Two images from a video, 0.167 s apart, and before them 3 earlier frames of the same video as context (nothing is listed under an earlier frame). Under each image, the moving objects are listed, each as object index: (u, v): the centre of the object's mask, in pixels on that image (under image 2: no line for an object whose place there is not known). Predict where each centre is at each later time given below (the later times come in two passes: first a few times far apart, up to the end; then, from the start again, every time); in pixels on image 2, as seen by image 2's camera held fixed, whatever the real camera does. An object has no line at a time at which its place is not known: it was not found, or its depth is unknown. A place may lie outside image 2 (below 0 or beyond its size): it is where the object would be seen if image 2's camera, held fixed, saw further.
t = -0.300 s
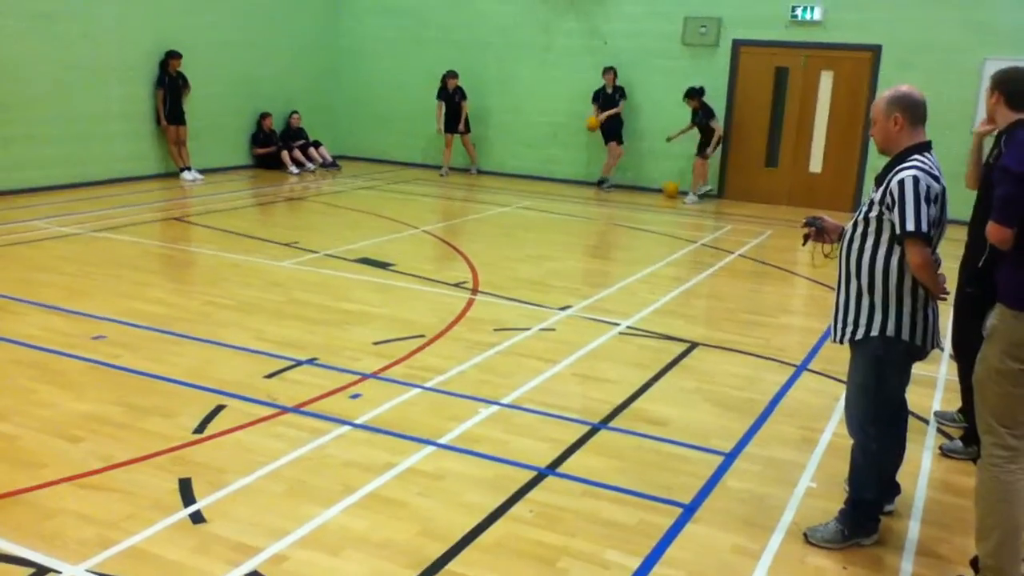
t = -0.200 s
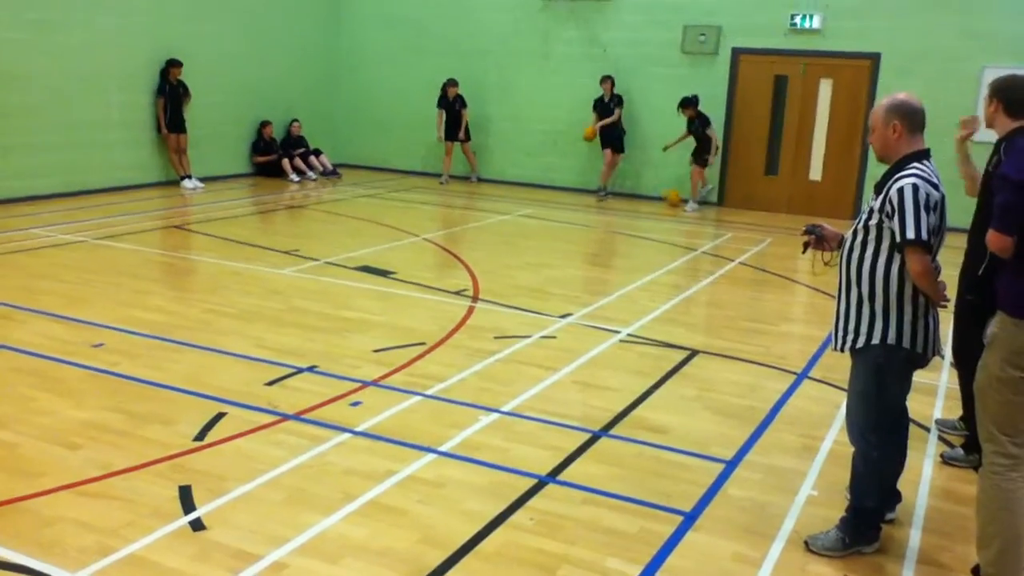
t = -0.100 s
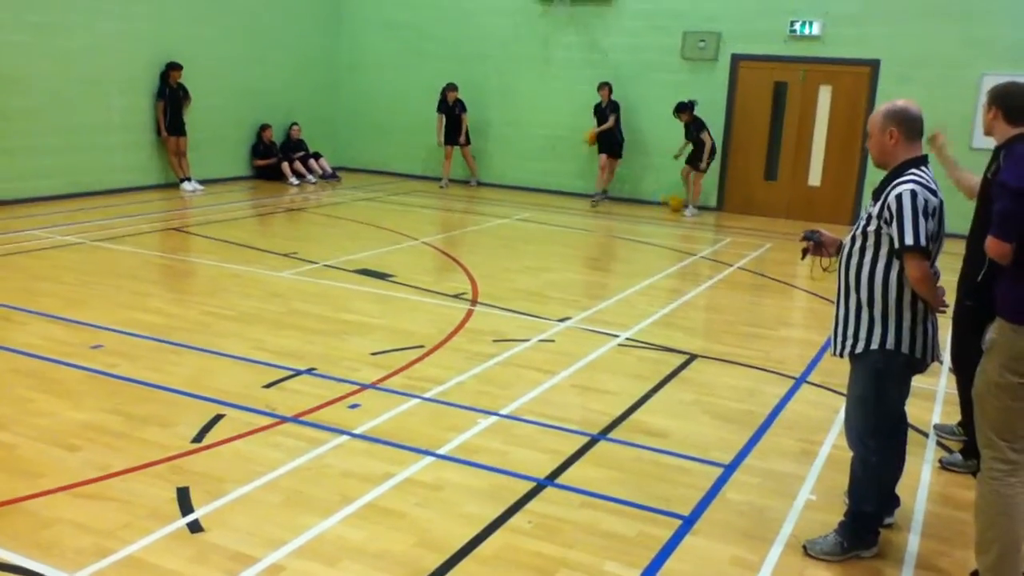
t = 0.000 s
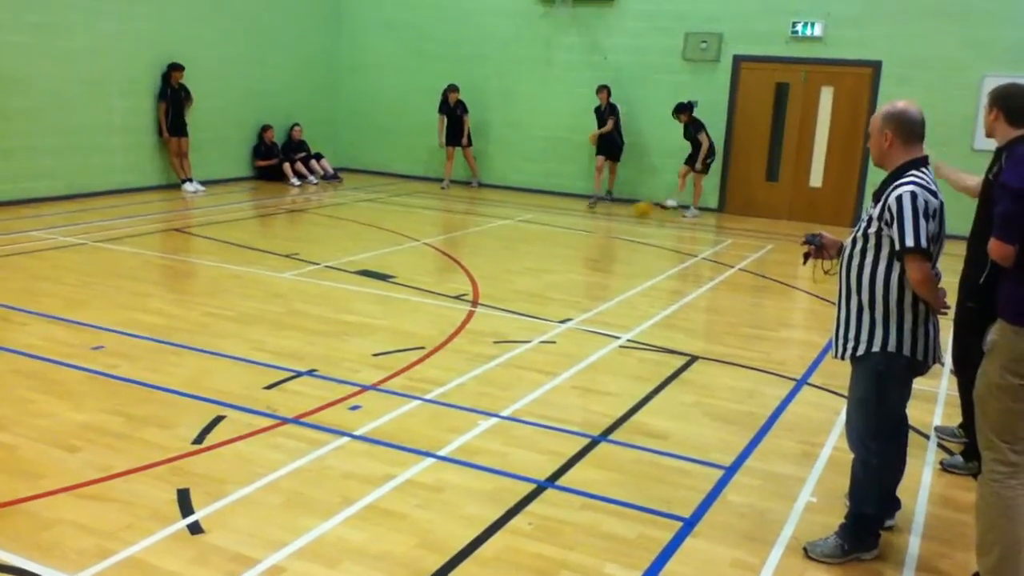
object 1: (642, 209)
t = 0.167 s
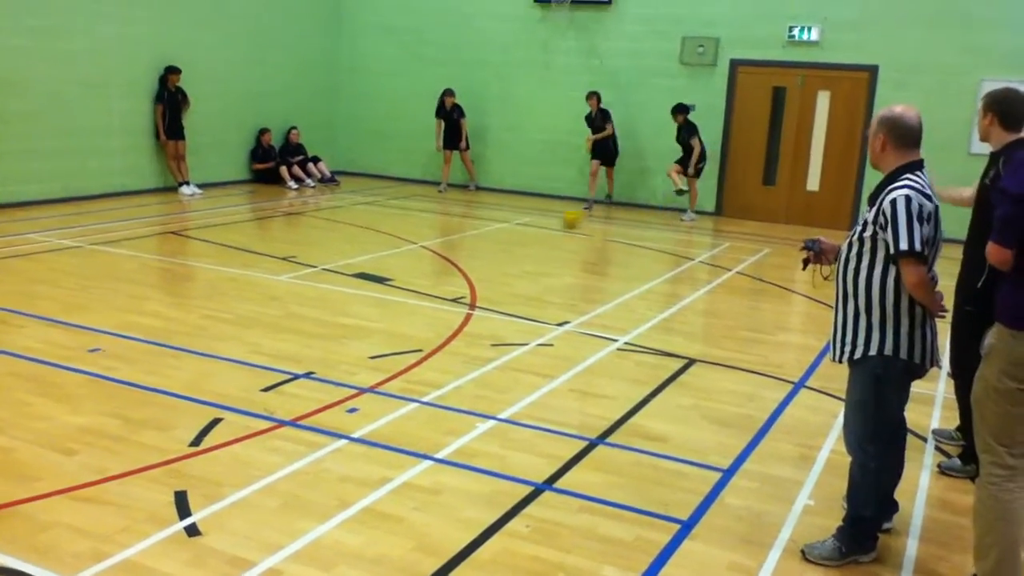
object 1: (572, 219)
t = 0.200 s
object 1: (557, 221)
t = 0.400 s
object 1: (469, 230)
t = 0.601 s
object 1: (381, 238)
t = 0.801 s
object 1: (288, 248)
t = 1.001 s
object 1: (196, 257)
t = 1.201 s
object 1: (107, 265)
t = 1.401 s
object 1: (10, 275)
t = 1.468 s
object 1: (-23, 279)
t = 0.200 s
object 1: (557, 221)
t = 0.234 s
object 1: (542, 224)
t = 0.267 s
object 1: (528, 225)
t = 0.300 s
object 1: (513, 226)
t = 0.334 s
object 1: (498, 227)
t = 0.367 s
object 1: (484, 229)
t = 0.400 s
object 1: (469, 230)
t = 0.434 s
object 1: (455, 231)
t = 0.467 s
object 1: (441, 233)
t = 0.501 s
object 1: (424, 235)
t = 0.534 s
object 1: (410, 236)
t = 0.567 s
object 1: (396, 237)
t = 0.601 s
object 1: (381, 238)
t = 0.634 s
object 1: (364, 241)
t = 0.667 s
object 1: (349, 242)
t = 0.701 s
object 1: (333, 243)
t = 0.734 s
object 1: (318, 245)
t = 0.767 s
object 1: (303, 247)
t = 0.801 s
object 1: (288, 248)
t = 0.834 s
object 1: (274, 248)
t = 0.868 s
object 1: (260, 251)
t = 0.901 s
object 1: (242, 252)
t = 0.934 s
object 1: (225, 253)
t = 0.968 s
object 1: (211, 255)
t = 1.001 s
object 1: (196, 257)
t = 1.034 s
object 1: (184, 258)
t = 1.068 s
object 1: (170, 258)
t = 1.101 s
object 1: (153, 261)
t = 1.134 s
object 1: (137, 263)
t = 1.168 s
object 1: (121, 264)
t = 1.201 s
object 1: (107, 265)
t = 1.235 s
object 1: (92, 266)
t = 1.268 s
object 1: (76, 269)
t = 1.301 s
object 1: (60, 271)
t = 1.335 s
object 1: (43, 272)
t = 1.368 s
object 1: (26, 274)
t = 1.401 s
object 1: (10, 275)
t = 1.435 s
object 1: (-8, 278)
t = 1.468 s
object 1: (-23, 279)
